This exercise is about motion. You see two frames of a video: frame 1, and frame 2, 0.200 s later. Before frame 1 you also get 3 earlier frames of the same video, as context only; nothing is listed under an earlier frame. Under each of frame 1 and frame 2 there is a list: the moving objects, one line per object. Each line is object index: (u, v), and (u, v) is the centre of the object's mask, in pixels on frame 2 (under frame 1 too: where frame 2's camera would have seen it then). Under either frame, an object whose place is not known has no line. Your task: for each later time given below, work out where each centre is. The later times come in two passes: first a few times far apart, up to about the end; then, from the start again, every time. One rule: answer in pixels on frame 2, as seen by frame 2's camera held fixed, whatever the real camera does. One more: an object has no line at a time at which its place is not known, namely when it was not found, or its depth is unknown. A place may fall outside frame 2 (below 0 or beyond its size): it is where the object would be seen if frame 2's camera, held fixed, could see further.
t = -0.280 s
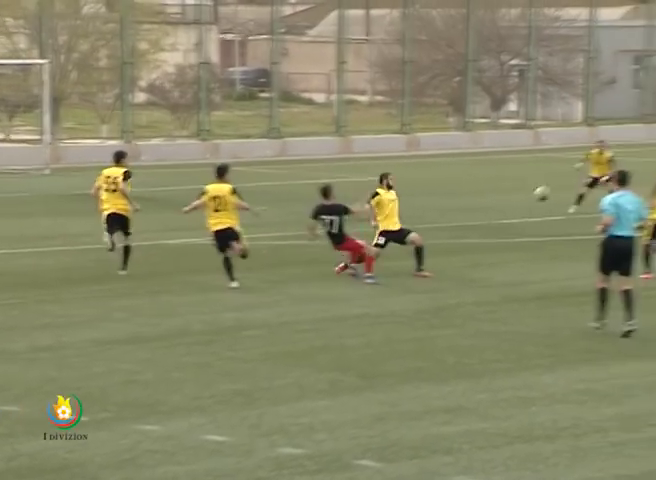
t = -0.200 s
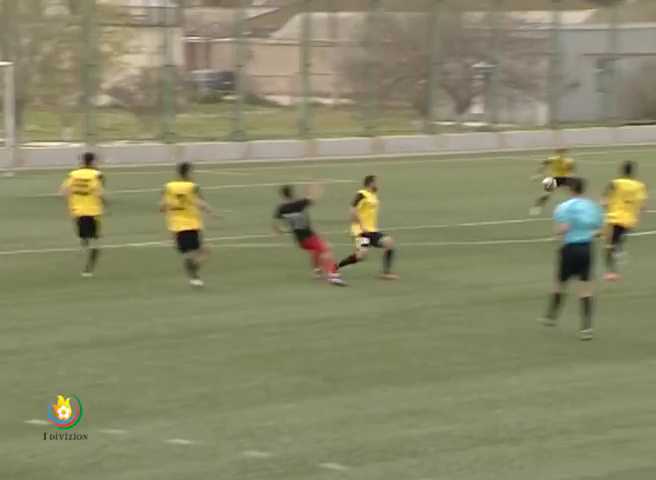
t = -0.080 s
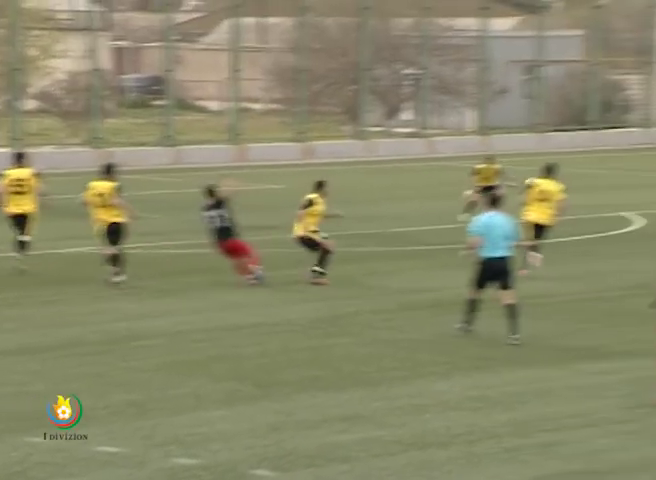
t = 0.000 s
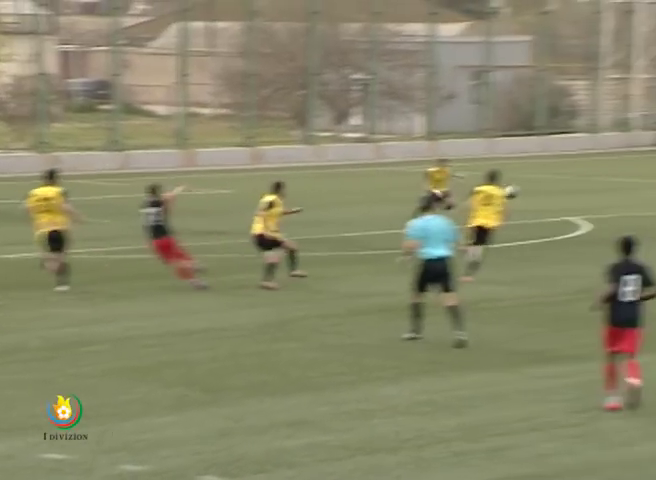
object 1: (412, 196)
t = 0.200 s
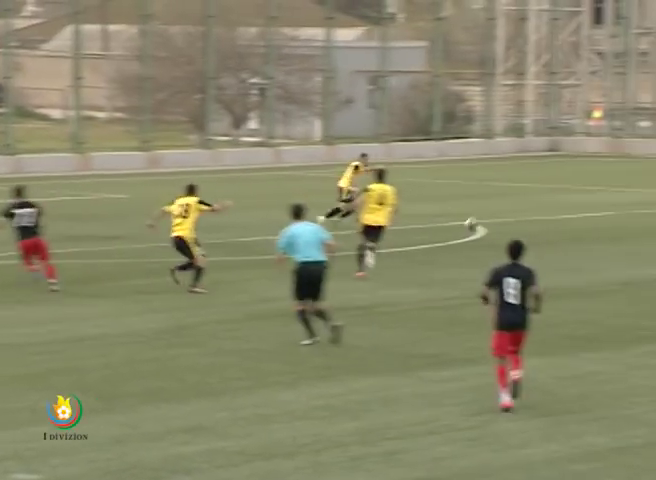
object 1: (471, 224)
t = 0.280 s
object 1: (488, 228)
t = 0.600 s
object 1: (519, 187)
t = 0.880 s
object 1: (541, 208)
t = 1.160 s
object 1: (562, 191)
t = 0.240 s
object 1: (482, 232)
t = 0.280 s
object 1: (488, 228)
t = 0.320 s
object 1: (494, 219)
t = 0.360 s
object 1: (498, 211)
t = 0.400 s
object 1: (502, 203)
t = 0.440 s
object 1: (504, 198)
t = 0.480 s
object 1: (509, 193)
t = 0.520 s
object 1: (512, 190)
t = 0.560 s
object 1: (516, 188)
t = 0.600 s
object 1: (519, 187)
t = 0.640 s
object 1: (522, 187)
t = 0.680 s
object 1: (525, 188)
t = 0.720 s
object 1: (528, 190)
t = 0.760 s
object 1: (532, 194)
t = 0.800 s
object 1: (535, 197)
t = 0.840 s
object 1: (538, 202)
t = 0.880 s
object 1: (541, 208)
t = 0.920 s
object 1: (544, 214)
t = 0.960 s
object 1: (548, 208)
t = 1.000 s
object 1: (550, 203)
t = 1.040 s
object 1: (554, 198)
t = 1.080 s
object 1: (557, 195)
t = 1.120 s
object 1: (560, 192)
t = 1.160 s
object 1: (562, 191)
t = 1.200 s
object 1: (566, 191)
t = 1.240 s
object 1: (568, 191)
